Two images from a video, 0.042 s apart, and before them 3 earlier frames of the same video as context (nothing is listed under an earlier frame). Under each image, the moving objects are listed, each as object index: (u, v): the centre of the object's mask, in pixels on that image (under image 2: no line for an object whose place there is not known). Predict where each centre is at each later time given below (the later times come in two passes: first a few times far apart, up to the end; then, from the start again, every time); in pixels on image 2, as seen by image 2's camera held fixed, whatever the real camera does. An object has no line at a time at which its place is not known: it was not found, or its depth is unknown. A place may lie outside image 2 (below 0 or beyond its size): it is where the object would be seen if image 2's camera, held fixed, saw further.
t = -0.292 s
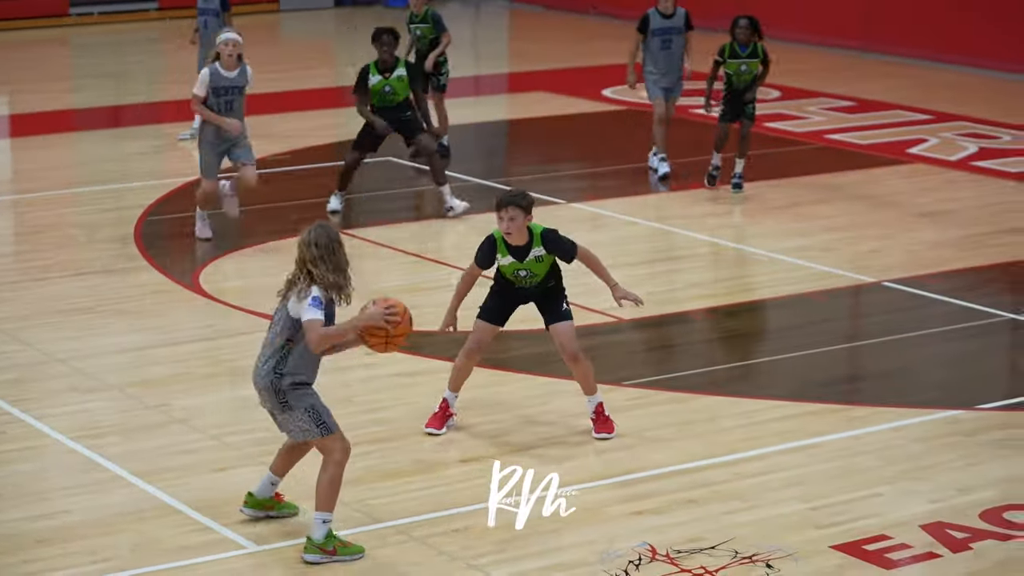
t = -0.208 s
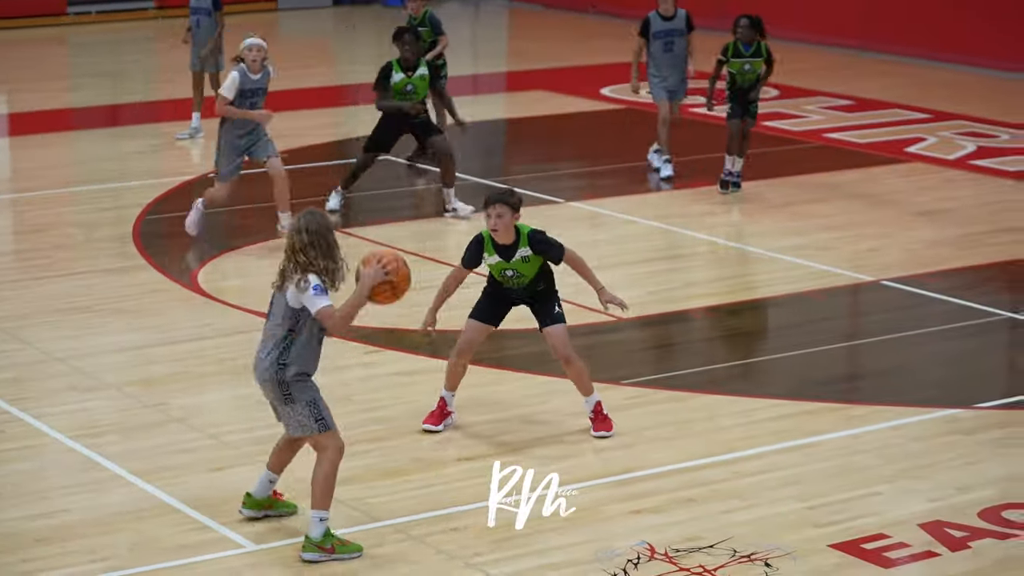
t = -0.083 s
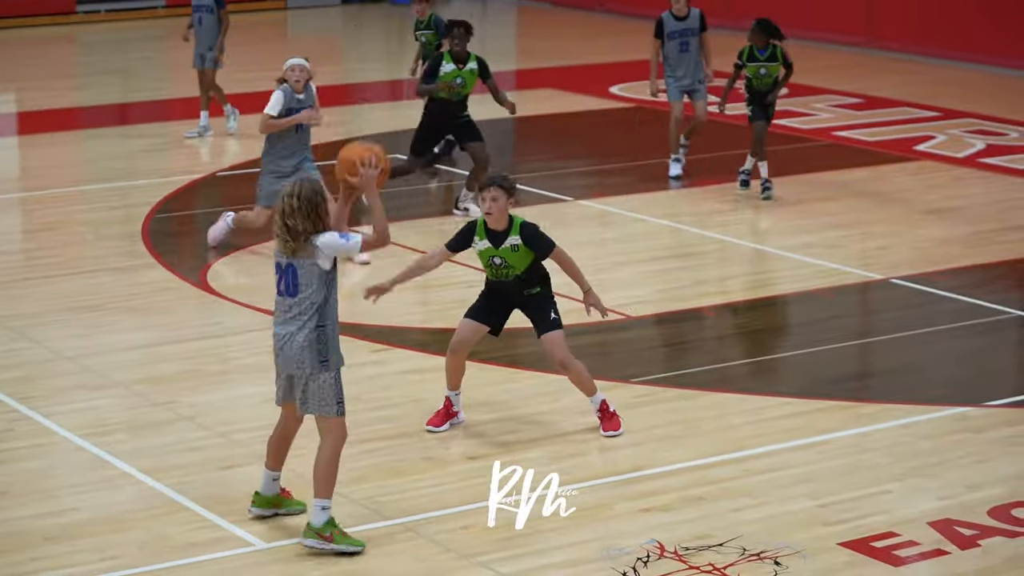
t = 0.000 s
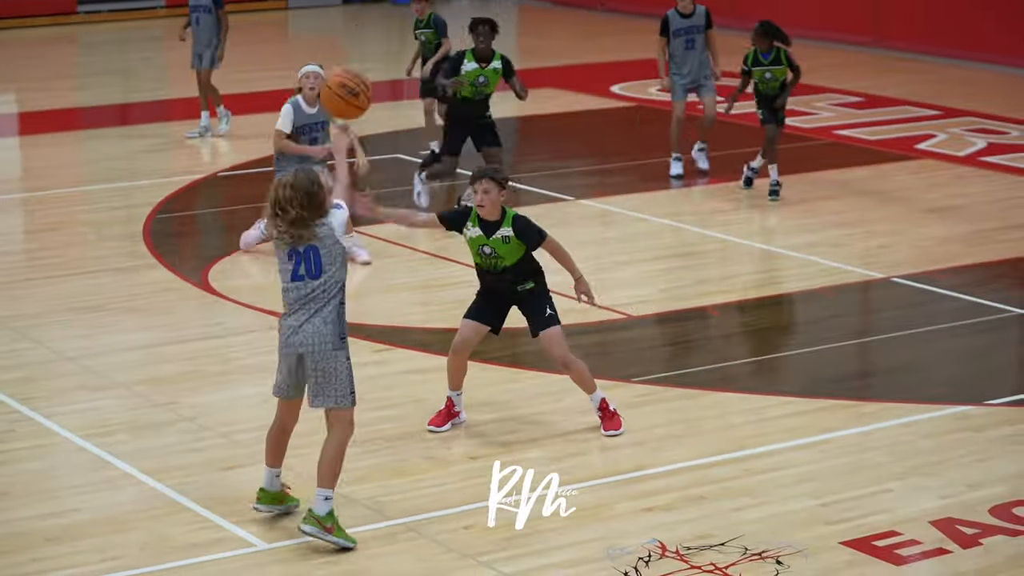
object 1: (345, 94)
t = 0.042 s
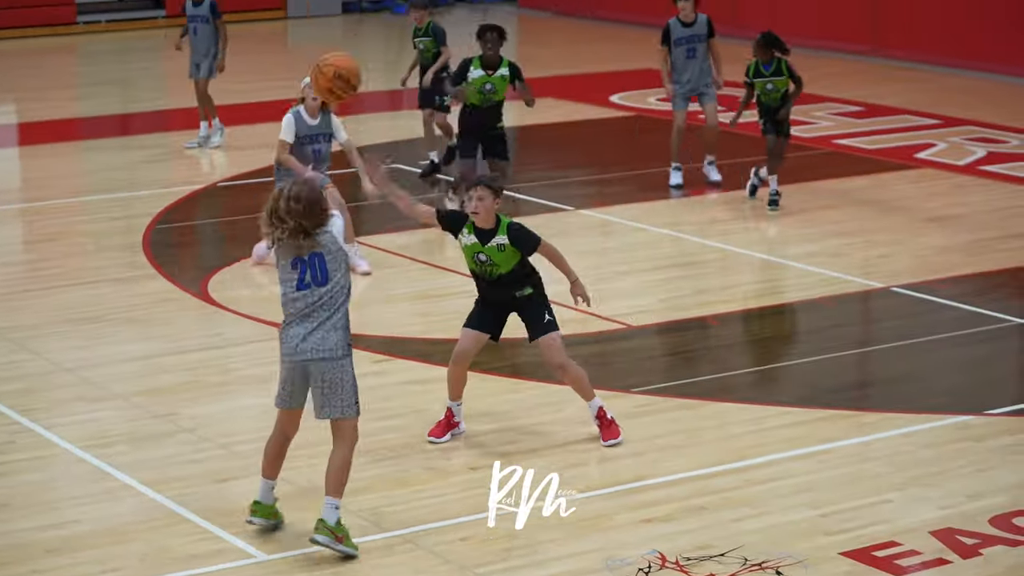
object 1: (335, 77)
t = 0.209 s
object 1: (302, 14)
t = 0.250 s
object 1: (296, 8)
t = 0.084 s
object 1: (326, 56)
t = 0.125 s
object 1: (317, 38)
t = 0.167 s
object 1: (308, 26)
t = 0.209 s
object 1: (302, 14)
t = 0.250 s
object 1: (296, 8)
